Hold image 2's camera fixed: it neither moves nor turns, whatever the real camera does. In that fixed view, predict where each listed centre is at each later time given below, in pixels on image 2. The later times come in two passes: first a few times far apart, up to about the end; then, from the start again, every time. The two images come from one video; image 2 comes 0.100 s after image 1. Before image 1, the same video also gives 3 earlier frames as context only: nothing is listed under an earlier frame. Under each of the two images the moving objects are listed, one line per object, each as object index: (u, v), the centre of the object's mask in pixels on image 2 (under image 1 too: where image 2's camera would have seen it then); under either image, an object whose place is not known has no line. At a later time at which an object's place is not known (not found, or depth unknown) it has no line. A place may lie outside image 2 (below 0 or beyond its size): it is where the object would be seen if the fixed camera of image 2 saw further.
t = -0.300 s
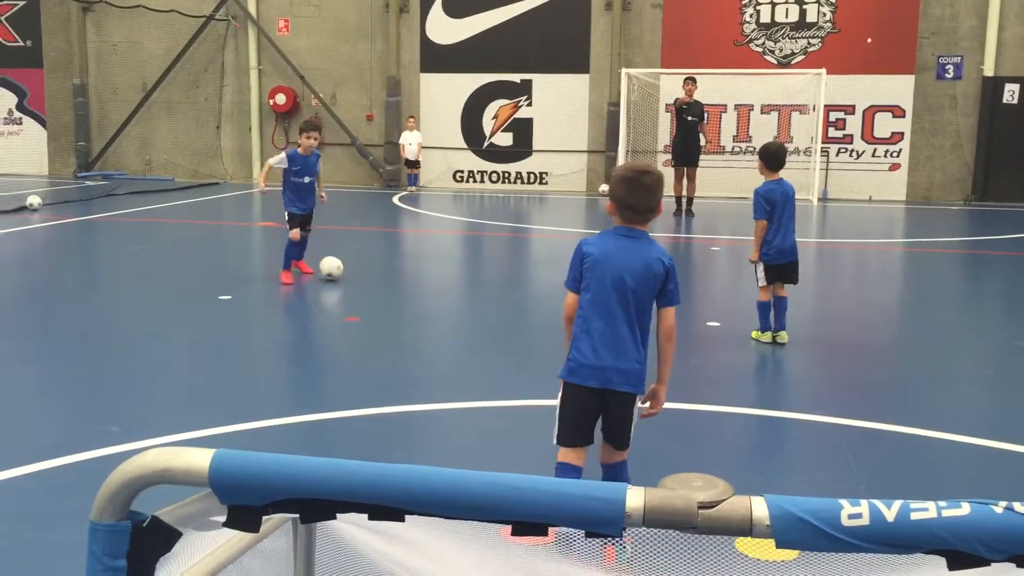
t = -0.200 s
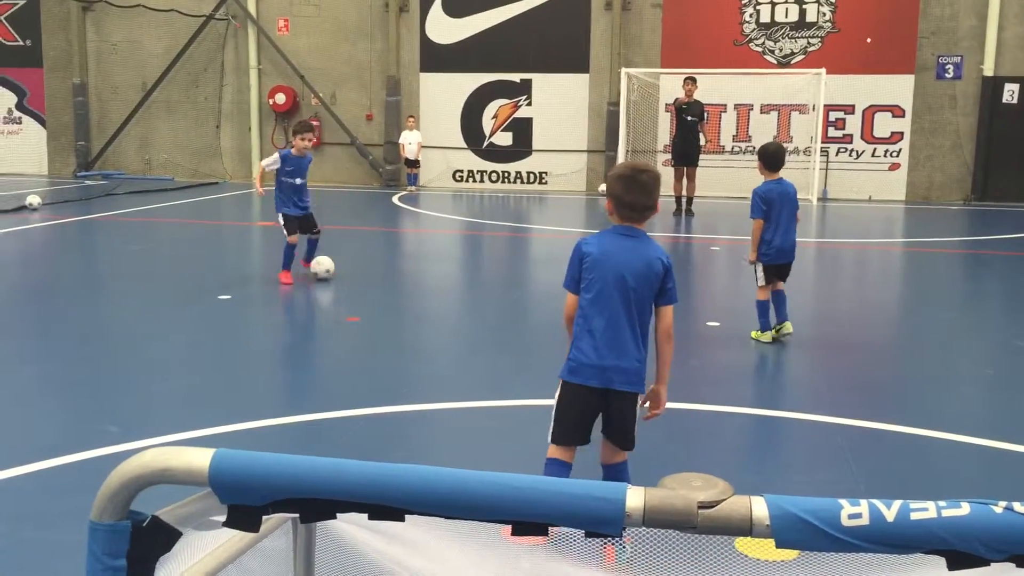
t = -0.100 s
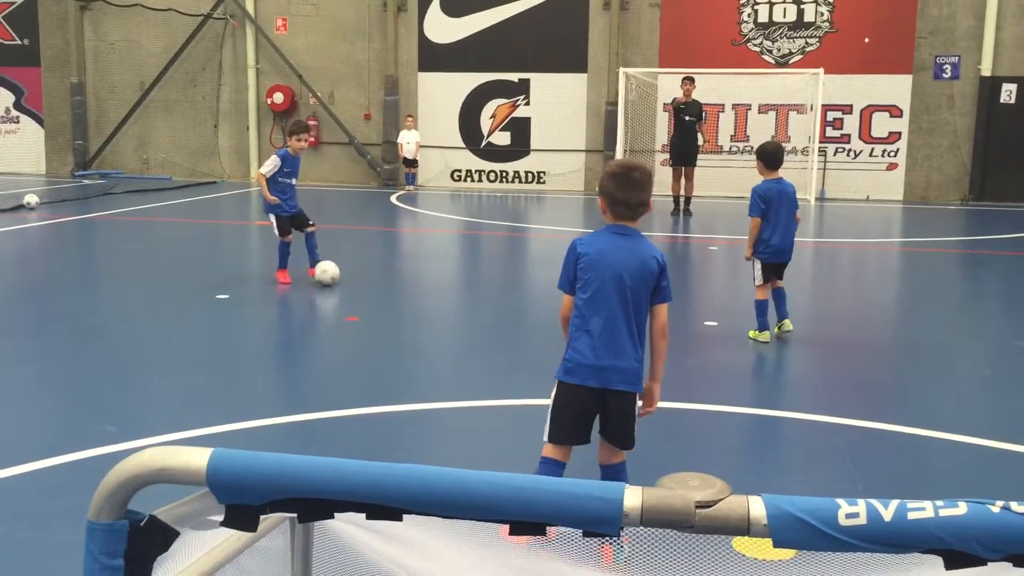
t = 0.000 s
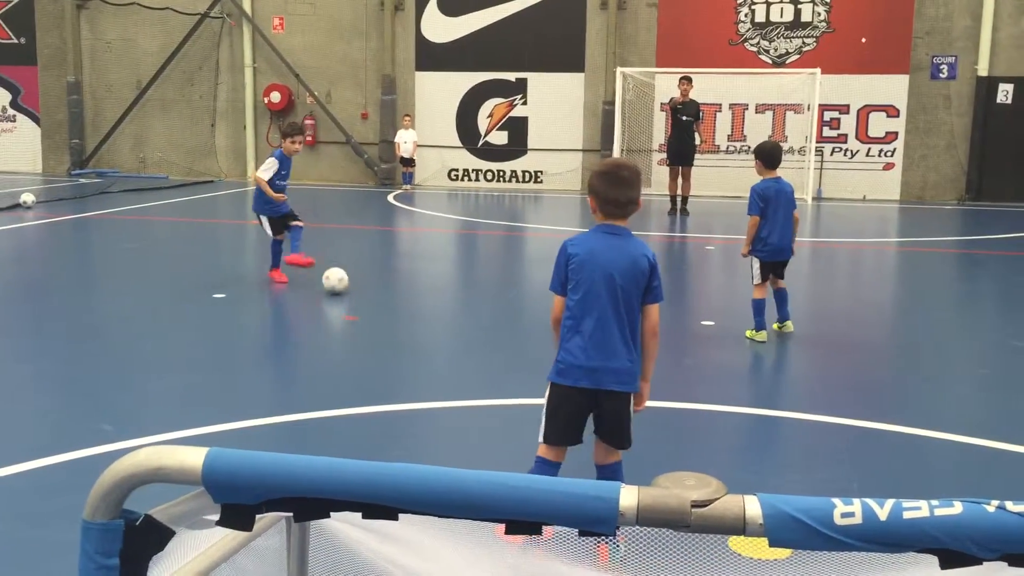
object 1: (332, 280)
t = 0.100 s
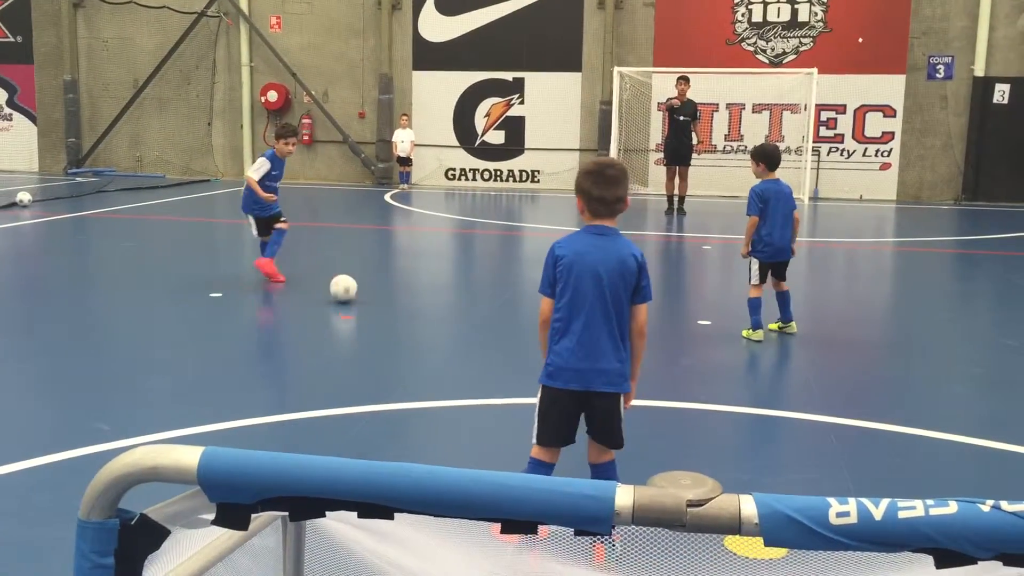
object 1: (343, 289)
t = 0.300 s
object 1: (364, 307)
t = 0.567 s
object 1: (393, 331)
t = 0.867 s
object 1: (432, 368)
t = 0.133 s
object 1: (347, 291)
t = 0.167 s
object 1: (351, 295)
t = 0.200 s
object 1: (354, 298)
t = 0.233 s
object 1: (358, 300)
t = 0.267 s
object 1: (361, 304)
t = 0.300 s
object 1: (364, 307)
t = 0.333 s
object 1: (367, 309)
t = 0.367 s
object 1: (371, 312)
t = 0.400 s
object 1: (374, 315)
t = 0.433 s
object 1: (378, 319)
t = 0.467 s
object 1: (382, 321)
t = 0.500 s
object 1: (385, 324)
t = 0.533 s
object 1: (389, 328)
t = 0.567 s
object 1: (393, 331)
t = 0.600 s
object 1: (397, 335)
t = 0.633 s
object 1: (401, 339)
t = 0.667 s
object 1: (405, 343)
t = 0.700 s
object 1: (409, 347)
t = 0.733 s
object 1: (413, 351)
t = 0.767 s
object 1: (418, 355)
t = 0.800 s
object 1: (423, 359)
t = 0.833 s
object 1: (428, 364)
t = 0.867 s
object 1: (432, 368)
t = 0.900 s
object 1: (438, 372)
